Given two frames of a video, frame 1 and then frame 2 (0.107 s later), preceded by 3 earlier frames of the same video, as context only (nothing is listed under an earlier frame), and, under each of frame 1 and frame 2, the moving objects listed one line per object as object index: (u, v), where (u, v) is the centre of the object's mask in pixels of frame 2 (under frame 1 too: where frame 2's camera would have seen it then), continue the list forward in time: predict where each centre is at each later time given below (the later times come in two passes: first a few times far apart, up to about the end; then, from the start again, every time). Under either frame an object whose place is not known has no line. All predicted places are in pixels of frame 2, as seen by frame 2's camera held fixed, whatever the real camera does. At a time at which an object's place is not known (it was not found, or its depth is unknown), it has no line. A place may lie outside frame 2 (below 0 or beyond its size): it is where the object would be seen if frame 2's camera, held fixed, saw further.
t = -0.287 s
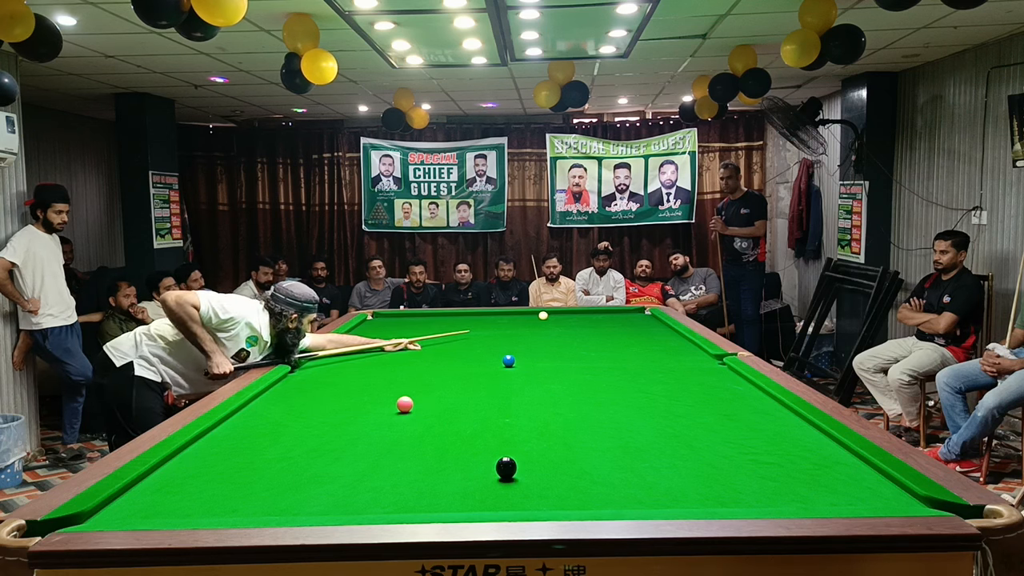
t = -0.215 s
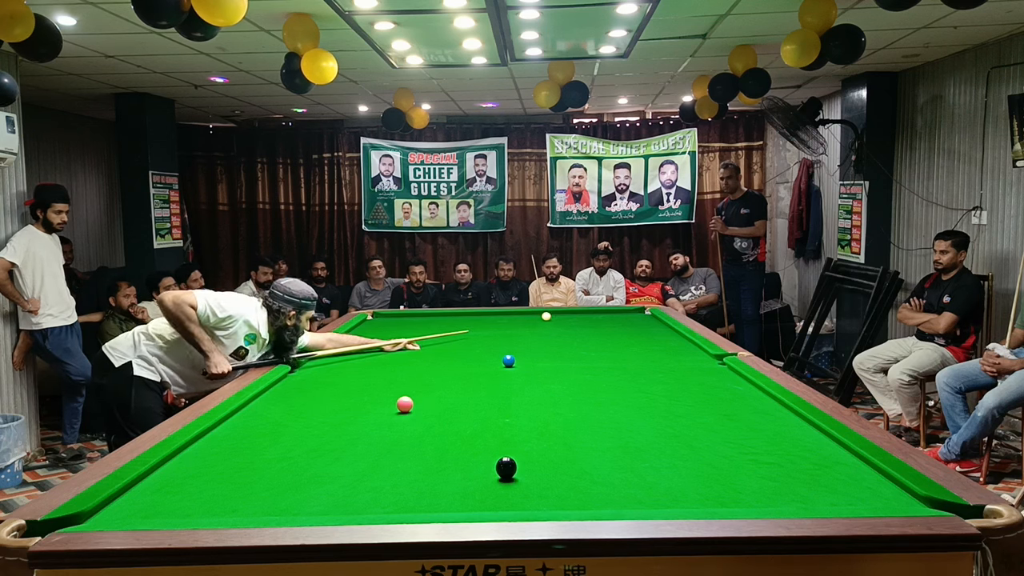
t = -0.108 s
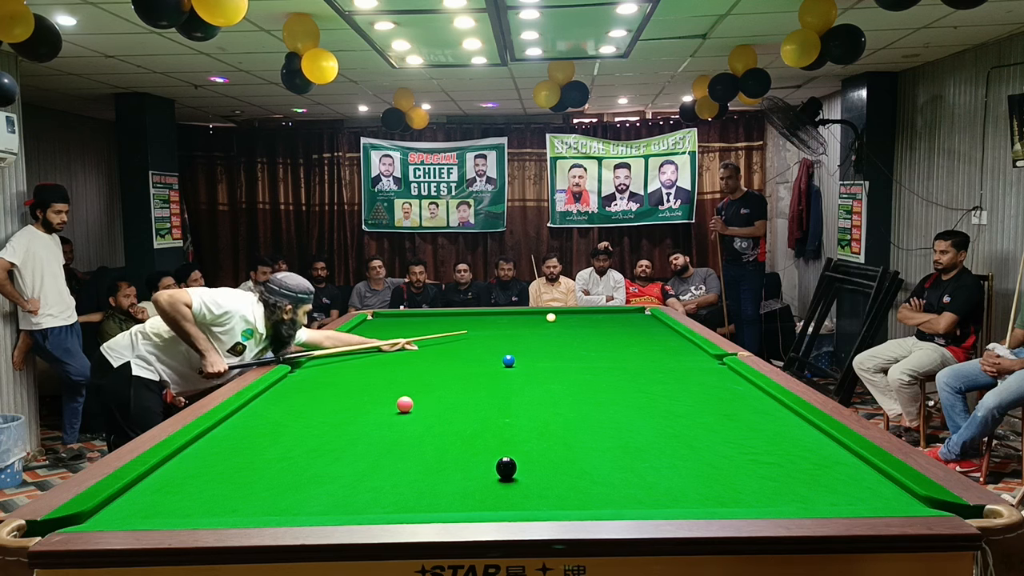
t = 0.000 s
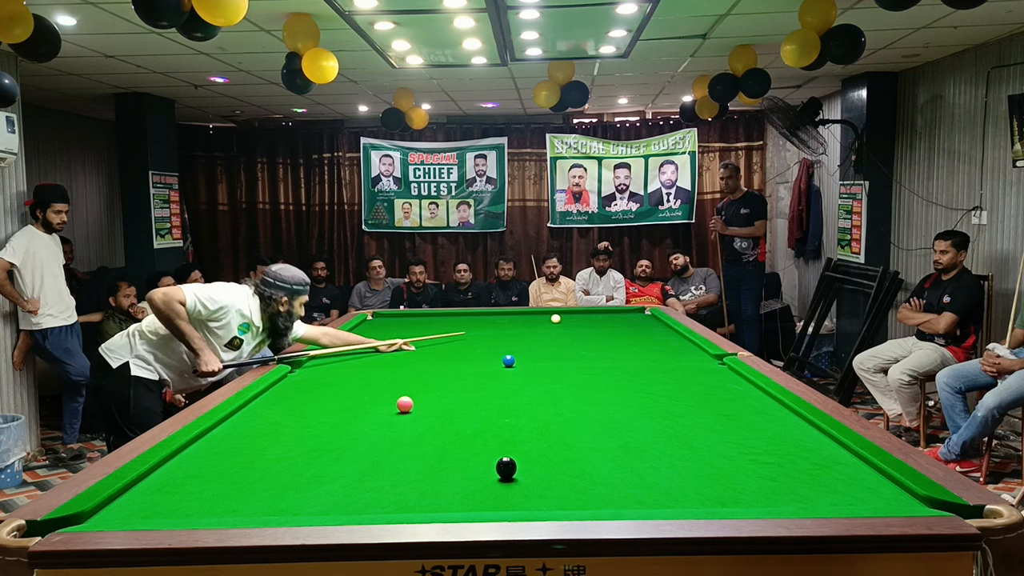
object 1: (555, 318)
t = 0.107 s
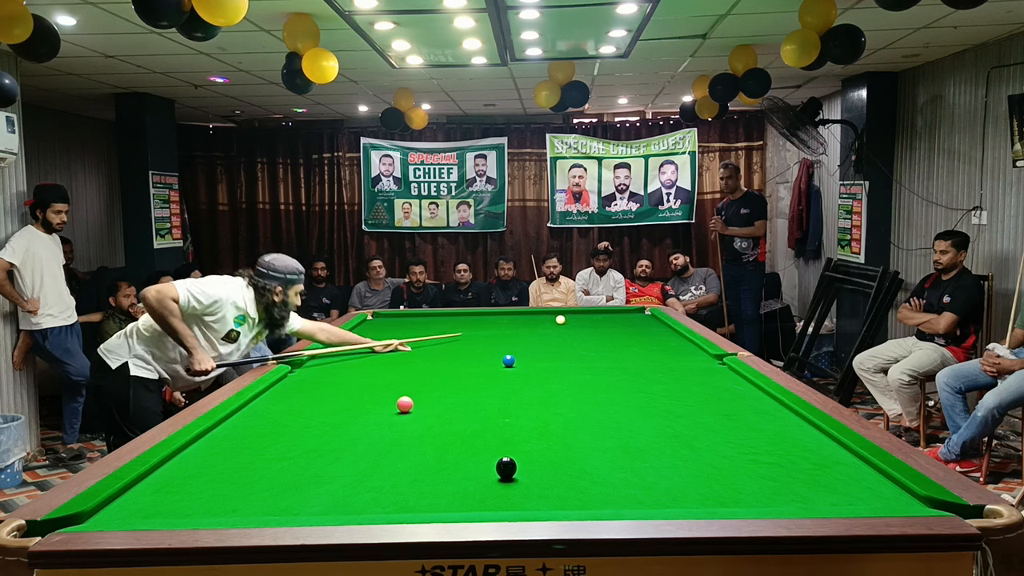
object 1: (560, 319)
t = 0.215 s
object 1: (565, 320)
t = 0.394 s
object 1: (573, 322)
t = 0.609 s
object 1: (582, 325)
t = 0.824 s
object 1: (592, 327)
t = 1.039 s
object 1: (602, 330)
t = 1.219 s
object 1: (609, 331)
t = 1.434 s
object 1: (619, 334)
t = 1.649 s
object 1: (629, 336)
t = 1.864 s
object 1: (638, 339)
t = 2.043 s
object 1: (646, 340)
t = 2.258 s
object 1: (655, 343)
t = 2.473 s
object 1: (664, 345)
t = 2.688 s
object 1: (673, 347)
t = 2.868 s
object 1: (680, 349)
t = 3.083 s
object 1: (688, 350)
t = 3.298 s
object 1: (696, 353)
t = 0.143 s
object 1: (562, 320)
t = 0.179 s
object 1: (563, 320)
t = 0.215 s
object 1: (565, 320)
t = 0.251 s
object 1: (566, 321)
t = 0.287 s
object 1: (568, 321)
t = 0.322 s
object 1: (569, 322)
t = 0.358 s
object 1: (571, 322)
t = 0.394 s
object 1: (573, 322)
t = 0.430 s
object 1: (574, 323)
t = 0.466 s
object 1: (576, 323)
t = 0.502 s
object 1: (578, 324)
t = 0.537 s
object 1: (579, 324)
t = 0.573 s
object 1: (581, 324)
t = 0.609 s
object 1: (582, 325)
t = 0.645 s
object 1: (584, 325)
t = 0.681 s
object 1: (586, 326)
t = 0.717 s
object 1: (587, 326)
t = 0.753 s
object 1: (589, 326)
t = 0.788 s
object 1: (590, 327)
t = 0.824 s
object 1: (592, 327)
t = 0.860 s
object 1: (594, 327)
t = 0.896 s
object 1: (595, 328)
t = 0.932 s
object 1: (597, 328)
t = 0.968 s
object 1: (598, 329)
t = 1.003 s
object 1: (600, 329)
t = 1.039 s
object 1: (602, 330)
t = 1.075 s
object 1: (603, 330)
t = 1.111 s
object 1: (605, 330)
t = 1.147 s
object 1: (606, 331)
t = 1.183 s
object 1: (608, 331)
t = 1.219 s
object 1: (609, 331)
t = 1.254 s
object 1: (611, 332)
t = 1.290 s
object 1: (613, 332)
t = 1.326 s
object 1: (614, 333)
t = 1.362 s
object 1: (616, 333)
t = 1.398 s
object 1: (618, 333)
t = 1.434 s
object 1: (619, 334)
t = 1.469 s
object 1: (621, 334)
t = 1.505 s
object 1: (622, 335)
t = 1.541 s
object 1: (624, 335)
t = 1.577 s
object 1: (626, 335)
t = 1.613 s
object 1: (627, 336)
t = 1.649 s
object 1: (629, 336)
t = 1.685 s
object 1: (630, 336)
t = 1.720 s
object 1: (632, 337)
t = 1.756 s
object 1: (634, 337)
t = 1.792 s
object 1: (635, 338)
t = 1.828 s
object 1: (637, 338)
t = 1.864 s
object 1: (638, 339)
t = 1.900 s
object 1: (640, 339)
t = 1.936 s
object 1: (642, 339)
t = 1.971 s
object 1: (643, 340)
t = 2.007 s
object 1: (645, 340)
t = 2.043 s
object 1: (646, 340)
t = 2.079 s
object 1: (648, 341)
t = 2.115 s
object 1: (649, 341)
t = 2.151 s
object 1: (651, 342)
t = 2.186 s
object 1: (652, 342)
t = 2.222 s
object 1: (654, 342)
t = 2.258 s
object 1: (655, 343)
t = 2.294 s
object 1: (657, 343)
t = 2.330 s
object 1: (658, 343)
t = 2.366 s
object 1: (660, 344)
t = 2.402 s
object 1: (661, 344)
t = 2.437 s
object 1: (663, 345)
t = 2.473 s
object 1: (664, 345)
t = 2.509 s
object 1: (666, 345)
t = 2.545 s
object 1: (667, 346)
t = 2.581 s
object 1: (668, 346)
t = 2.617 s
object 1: (670, 346)
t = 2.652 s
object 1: (671, 347)
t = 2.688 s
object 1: (673, 347)
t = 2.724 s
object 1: (674, 347)
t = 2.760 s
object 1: (675, 348)
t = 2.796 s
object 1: (677, 348)
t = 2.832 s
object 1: (678, 348)
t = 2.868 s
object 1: (680, 349)
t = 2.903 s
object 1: (681, 349)
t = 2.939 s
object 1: (682, 349)
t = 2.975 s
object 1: (684, 350)
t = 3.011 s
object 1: (685, 350)
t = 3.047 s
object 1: (687, 350)
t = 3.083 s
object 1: (688, 350)
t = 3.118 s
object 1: (689, 351)
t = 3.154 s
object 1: (691, 351)
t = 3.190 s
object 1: (692, 351)
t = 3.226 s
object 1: (693, 352)
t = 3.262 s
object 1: (695, 352)
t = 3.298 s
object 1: (696, 353)
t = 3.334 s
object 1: (697, 353)
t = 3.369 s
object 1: (699, 353)
